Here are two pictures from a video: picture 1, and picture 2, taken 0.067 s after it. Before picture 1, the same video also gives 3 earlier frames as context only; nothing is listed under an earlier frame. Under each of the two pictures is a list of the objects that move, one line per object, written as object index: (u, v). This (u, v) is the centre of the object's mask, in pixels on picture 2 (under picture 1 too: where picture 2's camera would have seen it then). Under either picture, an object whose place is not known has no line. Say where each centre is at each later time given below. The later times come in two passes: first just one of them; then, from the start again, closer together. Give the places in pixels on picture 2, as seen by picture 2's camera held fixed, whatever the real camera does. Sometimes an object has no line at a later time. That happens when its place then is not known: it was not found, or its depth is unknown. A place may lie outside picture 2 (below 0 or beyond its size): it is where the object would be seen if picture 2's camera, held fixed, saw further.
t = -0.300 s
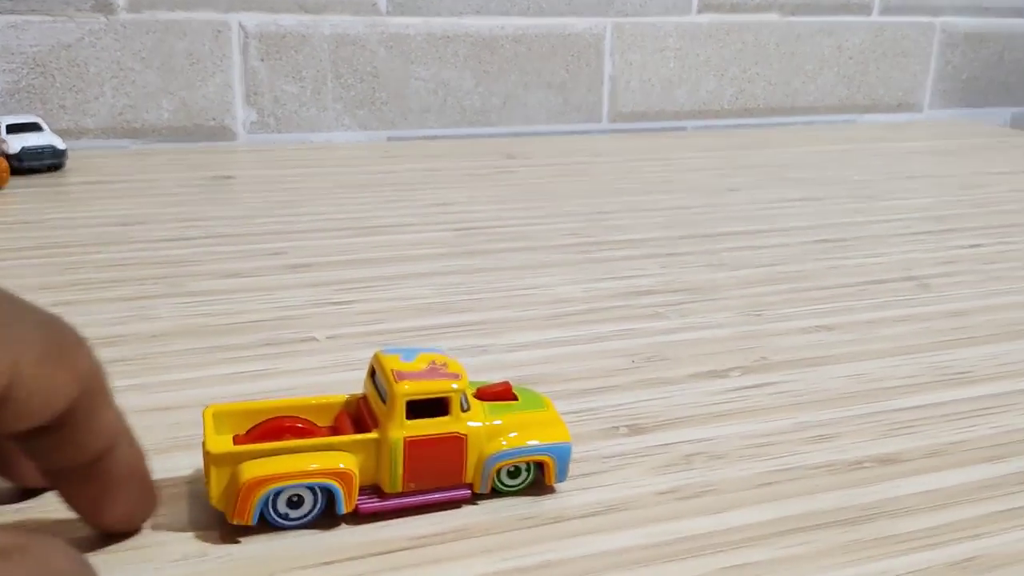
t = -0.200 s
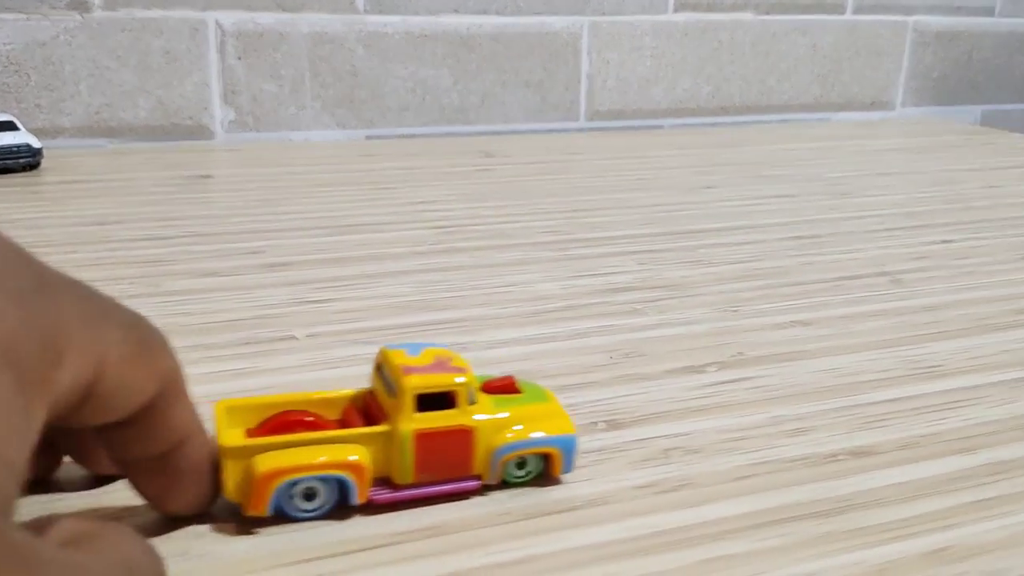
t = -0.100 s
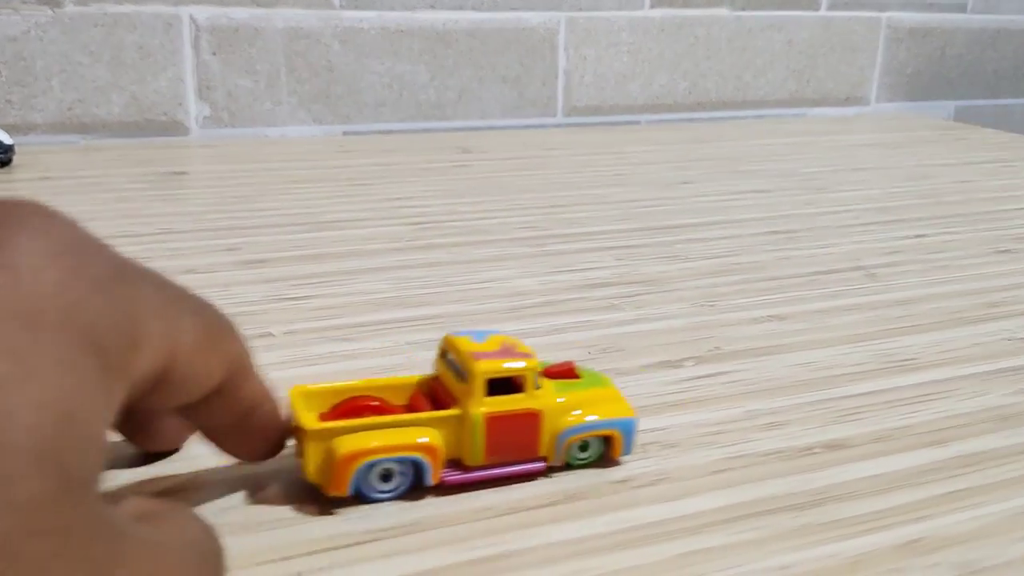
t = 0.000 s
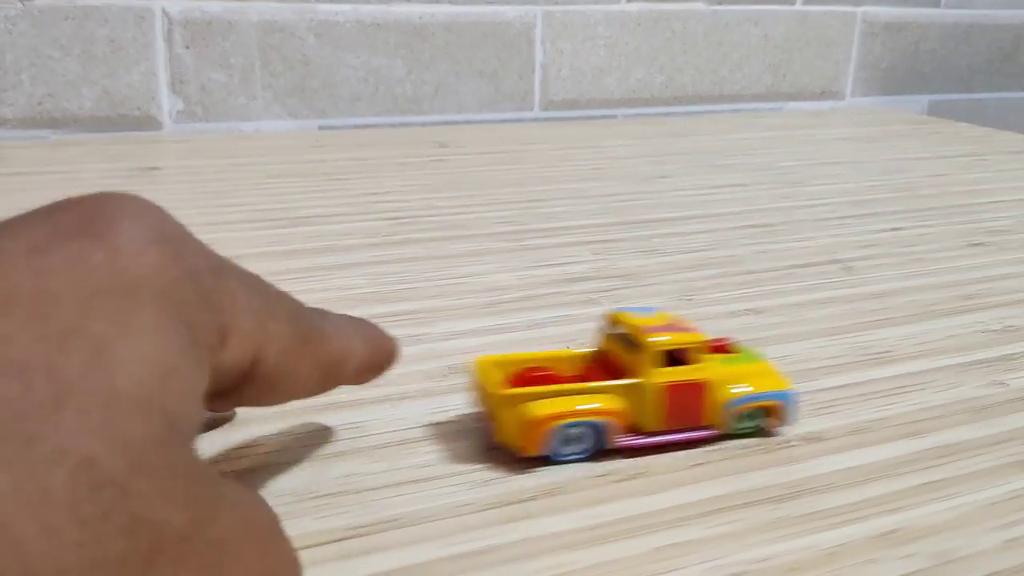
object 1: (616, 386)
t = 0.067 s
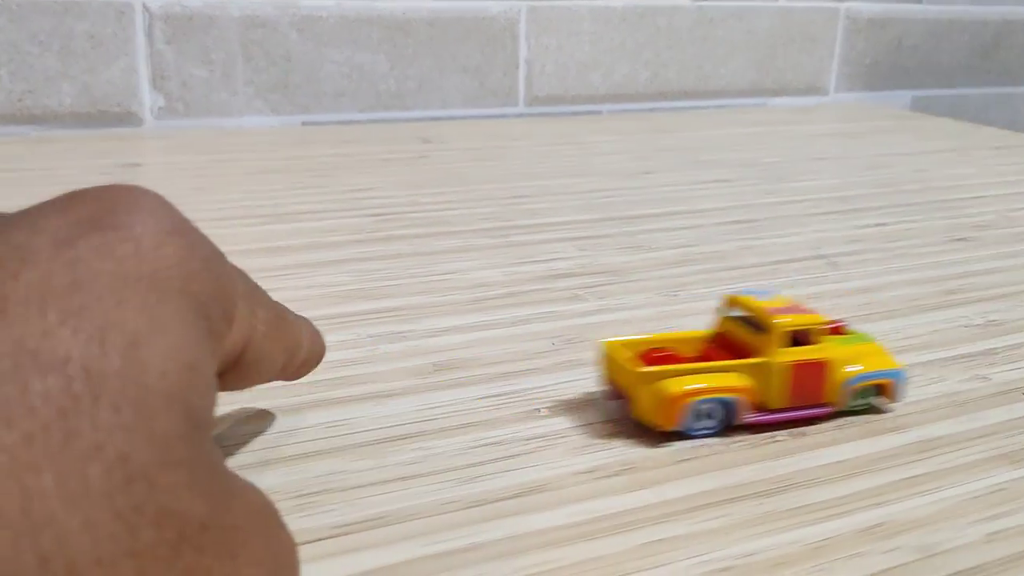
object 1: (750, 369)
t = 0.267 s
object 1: (1022, 327)
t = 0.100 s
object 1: (810, 361)
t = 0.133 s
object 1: (866, 353)
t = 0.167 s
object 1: (917, 346)
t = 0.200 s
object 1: (956, 339)
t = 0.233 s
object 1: (990, 332)
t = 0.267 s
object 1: (1022, 327)
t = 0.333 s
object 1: (1073, 320)
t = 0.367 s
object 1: (1101, 315)
